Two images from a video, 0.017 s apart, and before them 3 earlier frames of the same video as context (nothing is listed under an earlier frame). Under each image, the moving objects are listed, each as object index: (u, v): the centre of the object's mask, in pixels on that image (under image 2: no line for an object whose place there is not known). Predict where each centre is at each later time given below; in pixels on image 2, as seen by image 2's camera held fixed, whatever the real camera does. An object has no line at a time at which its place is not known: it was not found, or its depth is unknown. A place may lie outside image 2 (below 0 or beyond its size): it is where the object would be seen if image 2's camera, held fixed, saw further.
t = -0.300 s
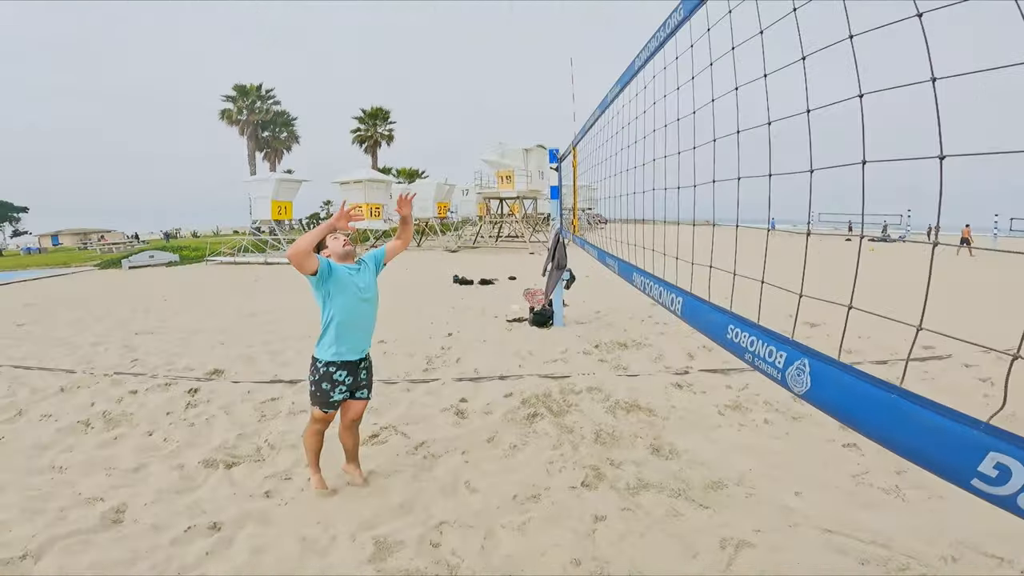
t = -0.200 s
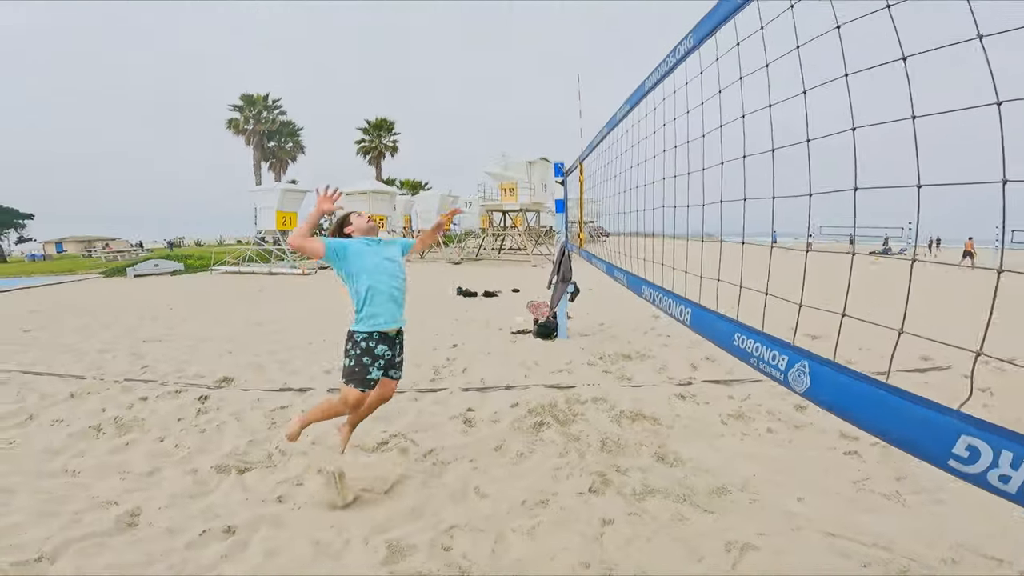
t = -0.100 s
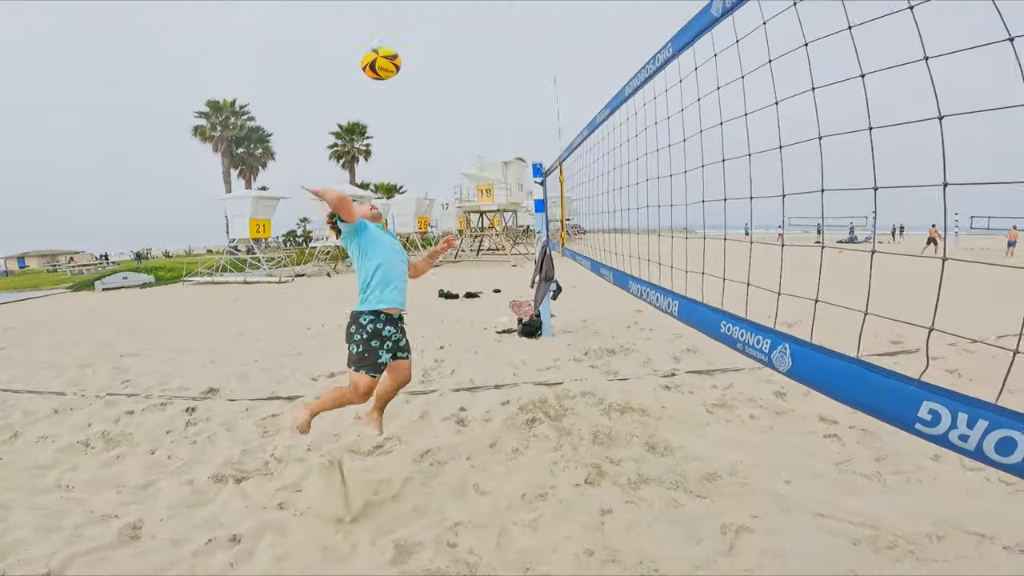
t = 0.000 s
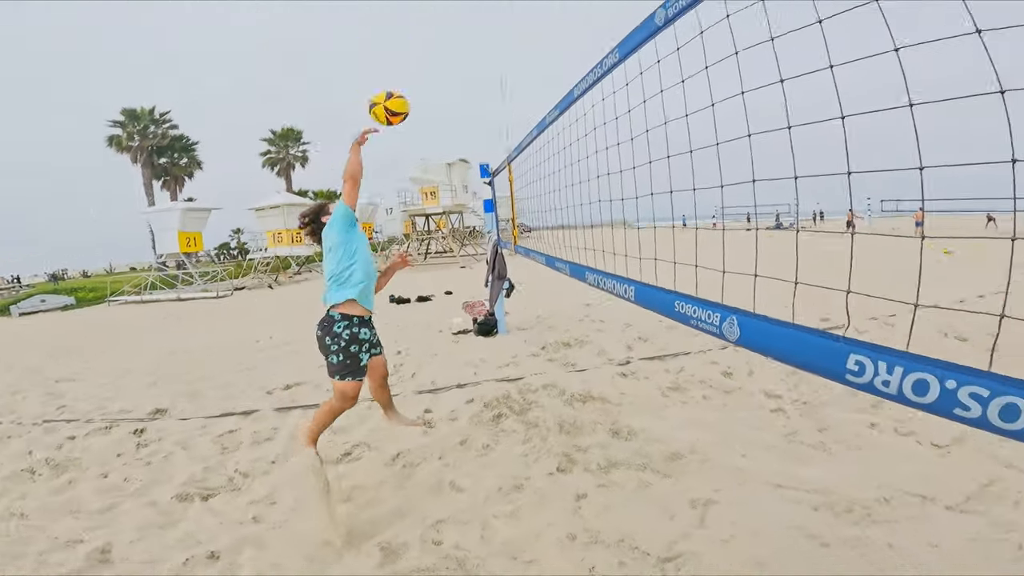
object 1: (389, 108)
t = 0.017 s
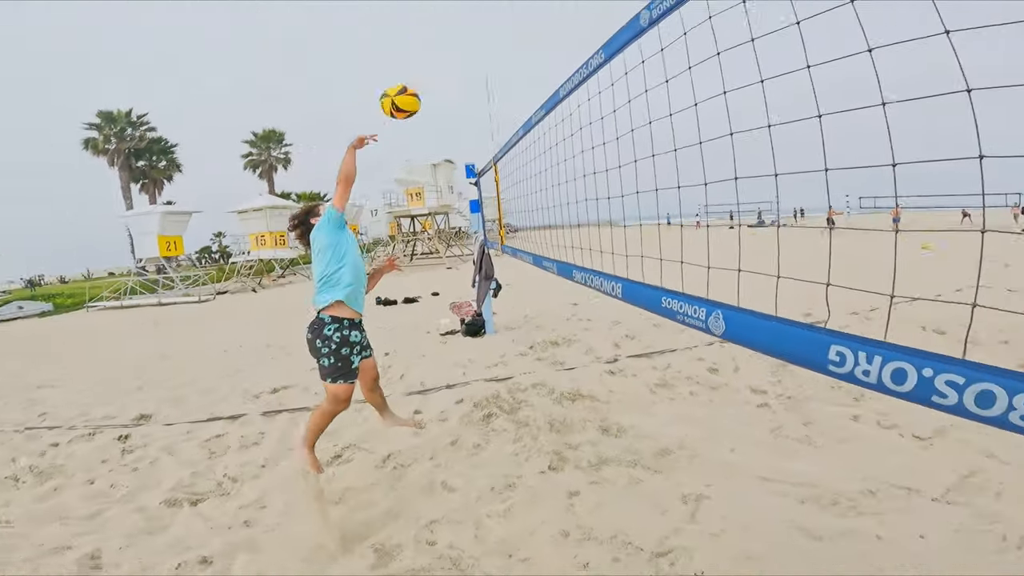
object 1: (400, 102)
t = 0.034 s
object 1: (426, 95)
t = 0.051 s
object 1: (453, 90)
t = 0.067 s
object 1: (478, 85)
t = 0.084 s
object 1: (504, 81)
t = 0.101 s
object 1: (527, 78)
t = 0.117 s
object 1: (552, 75)
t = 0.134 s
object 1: (572, 69)
